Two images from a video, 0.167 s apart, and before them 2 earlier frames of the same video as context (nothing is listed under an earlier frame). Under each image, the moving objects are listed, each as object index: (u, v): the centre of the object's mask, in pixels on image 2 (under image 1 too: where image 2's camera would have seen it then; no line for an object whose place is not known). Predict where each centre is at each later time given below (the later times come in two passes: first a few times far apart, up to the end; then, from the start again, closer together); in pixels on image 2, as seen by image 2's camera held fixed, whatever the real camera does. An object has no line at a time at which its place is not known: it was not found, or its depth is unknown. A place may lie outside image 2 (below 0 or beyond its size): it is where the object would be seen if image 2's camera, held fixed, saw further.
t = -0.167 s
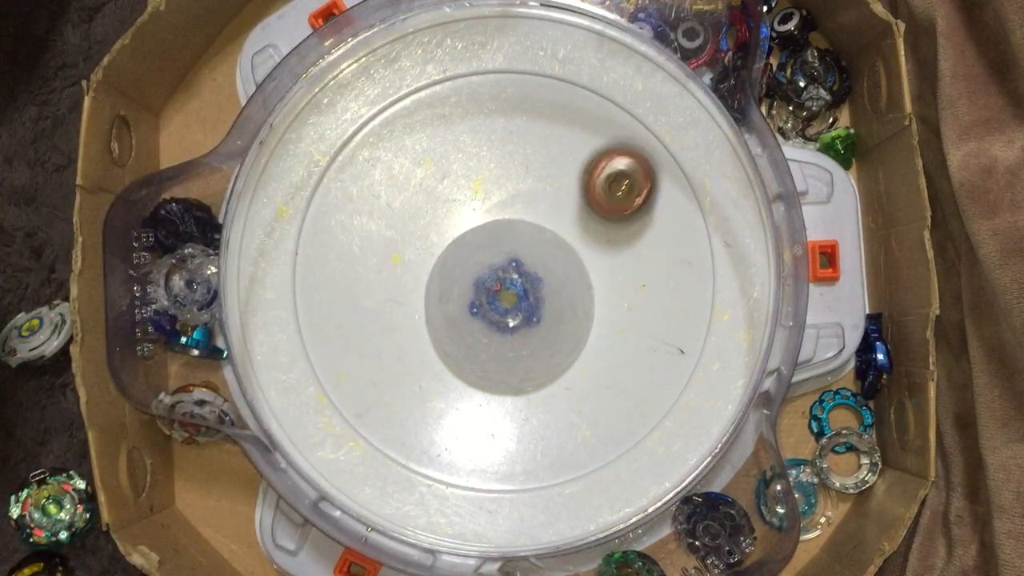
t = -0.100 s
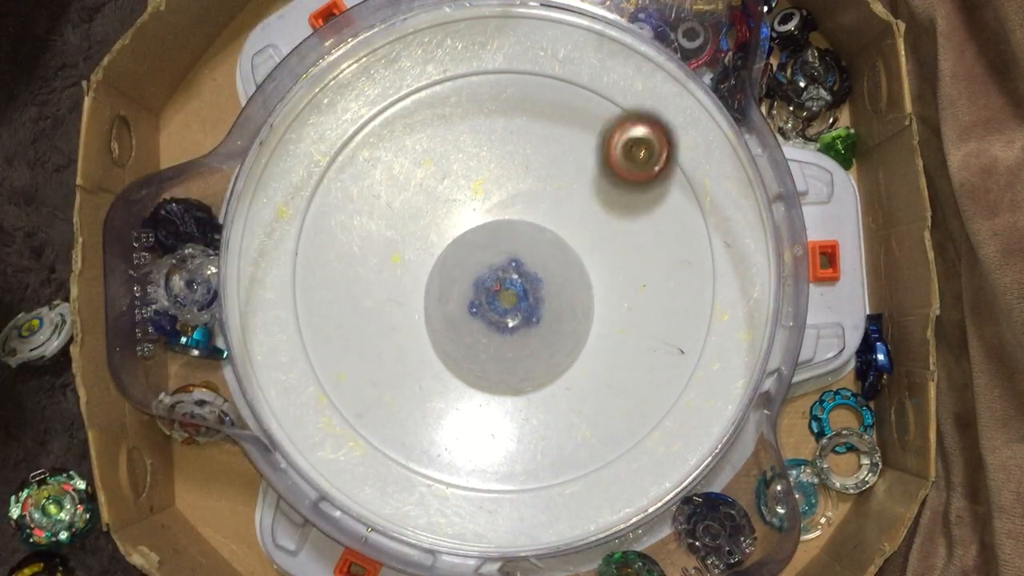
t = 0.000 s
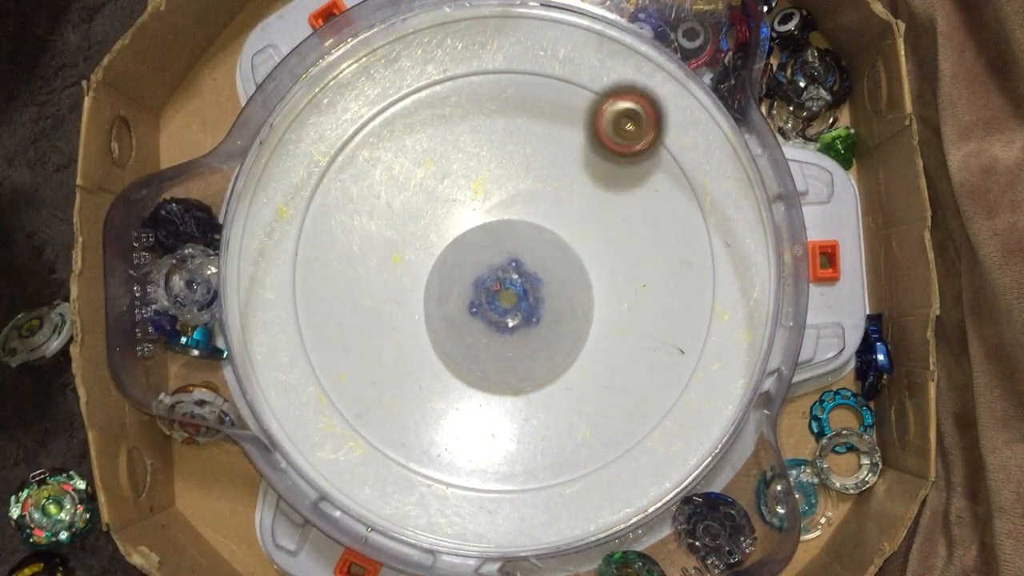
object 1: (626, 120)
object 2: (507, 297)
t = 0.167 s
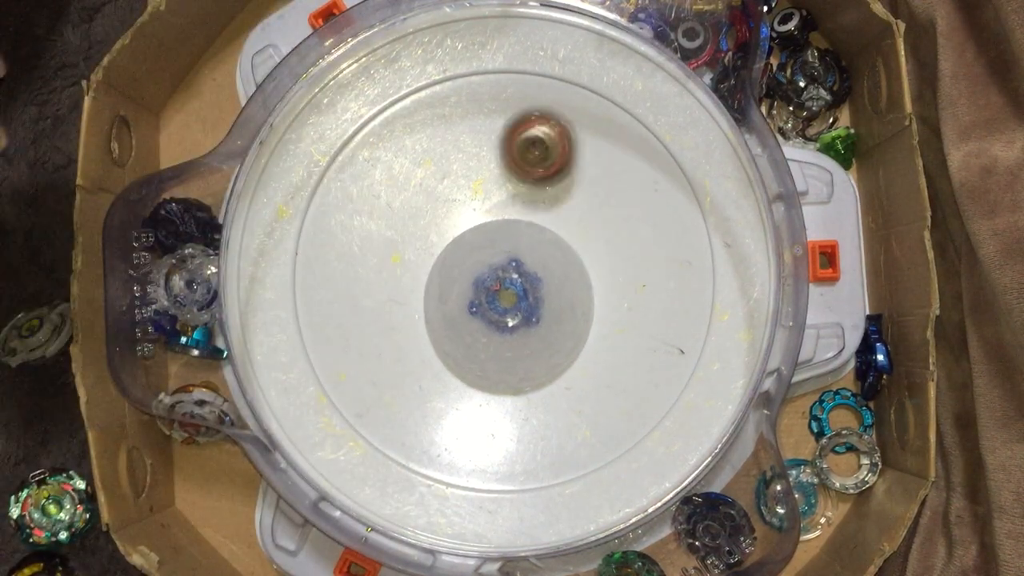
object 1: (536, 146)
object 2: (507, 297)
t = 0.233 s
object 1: (501, 175)
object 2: (507, 297)
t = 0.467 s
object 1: (477, 161)
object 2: (507, 300)
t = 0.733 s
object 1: (540, 68)
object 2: (508, 311)
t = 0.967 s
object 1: (512, 185)
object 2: (508, 311)
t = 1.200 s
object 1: (517, 144)
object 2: (508, 313)
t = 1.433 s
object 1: (552, 192)
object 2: (508, 312)
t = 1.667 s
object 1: (598, 201)
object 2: (508, 311)
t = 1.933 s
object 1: (602, 209)
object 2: (506, 311)
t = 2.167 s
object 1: (633, 169)
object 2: (504, 311)
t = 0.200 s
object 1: (517, 161)
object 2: (507, 297)
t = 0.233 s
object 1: (501, 175)
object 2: (507, 297)
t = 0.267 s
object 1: (489, 161)
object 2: (507, 300)
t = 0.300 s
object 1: (480, 147)
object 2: (507, 300)
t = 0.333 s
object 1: (473, 140)
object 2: (507, 300)
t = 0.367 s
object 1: (469, 138)
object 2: (507, 300)
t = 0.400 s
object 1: (468, 141)
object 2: (507, 300)
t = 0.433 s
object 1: (471, 149)
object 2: (507, 300)
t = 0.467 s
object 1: (477, 161)
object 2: (507, 300)
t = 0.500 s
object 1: (485, 178)
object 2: (507, 300)
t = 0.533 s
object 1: (498, 154)
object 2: (507, 303)
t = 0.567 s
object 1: (509, 112)
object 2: (507, 309)
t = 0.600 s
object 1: (521, 77)
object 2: (507, 311)
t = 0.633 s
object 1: (527, 66)
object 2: (508, 311)
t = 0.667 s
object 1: (534, 64)
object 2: (508, 311)
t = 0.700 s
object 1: (538, 64)
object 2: (508, 311)
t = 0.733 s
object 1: (540, 68)
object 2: (508, 311)
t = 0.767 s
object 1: (540, 78)
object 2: (508, 310)
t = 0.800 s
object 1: (537, 93)
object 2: (508, 310)
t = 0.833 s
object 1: (533, 112)
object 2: (508, 310)
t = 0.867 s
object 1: (527, 133)
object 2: (508, 310)
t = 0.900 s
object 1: (520, 157)
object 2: (508, 310)
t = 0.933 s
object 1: (514, 182)
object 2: (508, 310)
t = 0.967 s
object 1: (512, 185)
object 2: (508, 311)
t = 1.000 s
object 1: (511, 170)
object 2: (508, 314)
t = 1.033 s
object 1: (509, 161)
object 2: (508, 314)
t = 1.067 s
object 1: (509, 153)
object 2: (508, 313)
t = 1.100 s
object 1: (510, 147)
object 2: (508, 313)
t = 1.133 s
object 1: (512, 144)
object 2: (508, 313)
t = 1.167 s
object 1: (514, 143)
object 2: (508, 313)
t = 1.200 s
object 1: (517, 144)
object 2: (508, 313)
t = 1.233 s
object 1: (521, 148)
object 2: (508, 313)
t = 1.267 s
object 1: (525, 152)
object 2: (508, 313)
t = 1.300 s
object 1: (530, 159)
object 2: (508, 313)
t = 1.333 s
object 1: (535, 166)
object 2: (508, 312)
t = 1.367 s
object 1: (540, 176)
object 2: (508, 312)
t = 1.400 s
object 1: (546, 183)
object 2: (508, 312)
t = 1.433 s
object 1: (552, 192)
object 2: (508, 312)
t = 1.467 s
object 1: (557, 201)
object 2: (508, 312)
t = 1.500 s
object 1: (564, 204)
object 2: (508, 312)
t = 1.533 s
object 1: (574, 203)
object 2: (508, 312)
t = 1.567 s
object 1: (582, 203)
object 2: (508, 311)
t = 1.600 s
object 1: (590, 203)
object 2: (508, 311)
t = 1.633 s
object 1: (595, 202)
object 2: (508, 311)
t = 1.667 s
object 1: (598, 201)
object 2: (508, 311)
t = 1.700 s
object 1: (600, 202)
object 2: (508, 311)
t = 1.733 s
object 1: (601, 202)
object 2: (508, 311)
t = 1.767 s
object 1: (601, 202)
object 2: (508, 311)
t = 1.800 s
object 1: (598, 204)
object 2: (508, 310)
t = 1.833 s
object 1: (596, 208)
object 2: (508, 310)
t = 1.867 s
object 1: (592, 212)
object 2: (508, 310)
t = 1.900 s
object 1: (587, 217)
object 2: (508, 310)
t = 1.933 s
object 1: (602, 209)
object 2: (506, 311)
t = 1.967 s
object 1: (625, 193)
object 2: (504, 312)
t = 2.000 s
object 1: (641, 183)
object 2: (504, 312)
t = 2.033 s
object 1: (652, 175)
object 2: (504, 312)
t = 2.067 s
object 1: (653, 172)
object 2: (504, 312)
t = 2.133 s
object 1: (644, 167)
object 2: (504, 311)
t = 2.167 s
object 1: (633, 169)
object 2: (504, 311)
